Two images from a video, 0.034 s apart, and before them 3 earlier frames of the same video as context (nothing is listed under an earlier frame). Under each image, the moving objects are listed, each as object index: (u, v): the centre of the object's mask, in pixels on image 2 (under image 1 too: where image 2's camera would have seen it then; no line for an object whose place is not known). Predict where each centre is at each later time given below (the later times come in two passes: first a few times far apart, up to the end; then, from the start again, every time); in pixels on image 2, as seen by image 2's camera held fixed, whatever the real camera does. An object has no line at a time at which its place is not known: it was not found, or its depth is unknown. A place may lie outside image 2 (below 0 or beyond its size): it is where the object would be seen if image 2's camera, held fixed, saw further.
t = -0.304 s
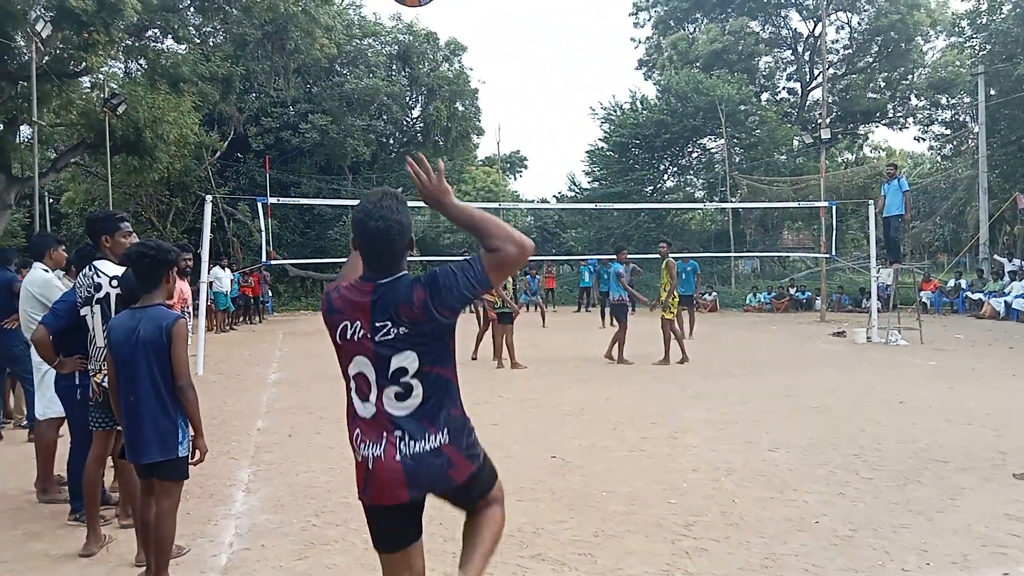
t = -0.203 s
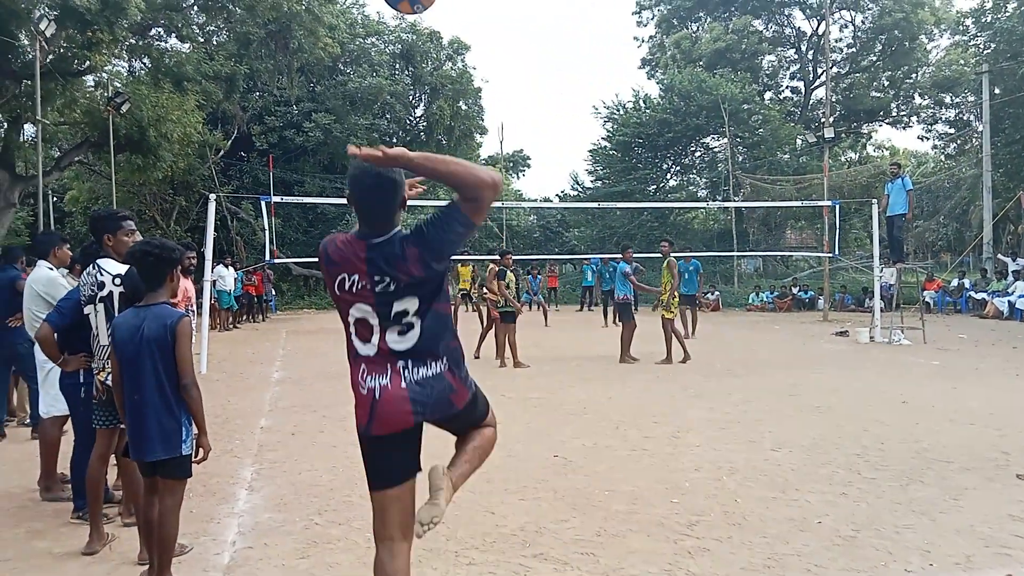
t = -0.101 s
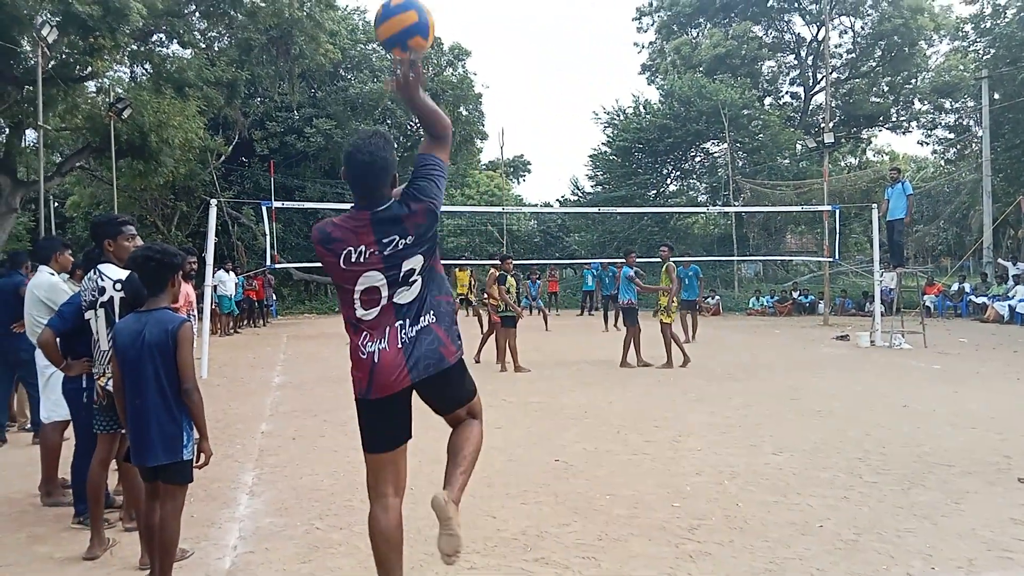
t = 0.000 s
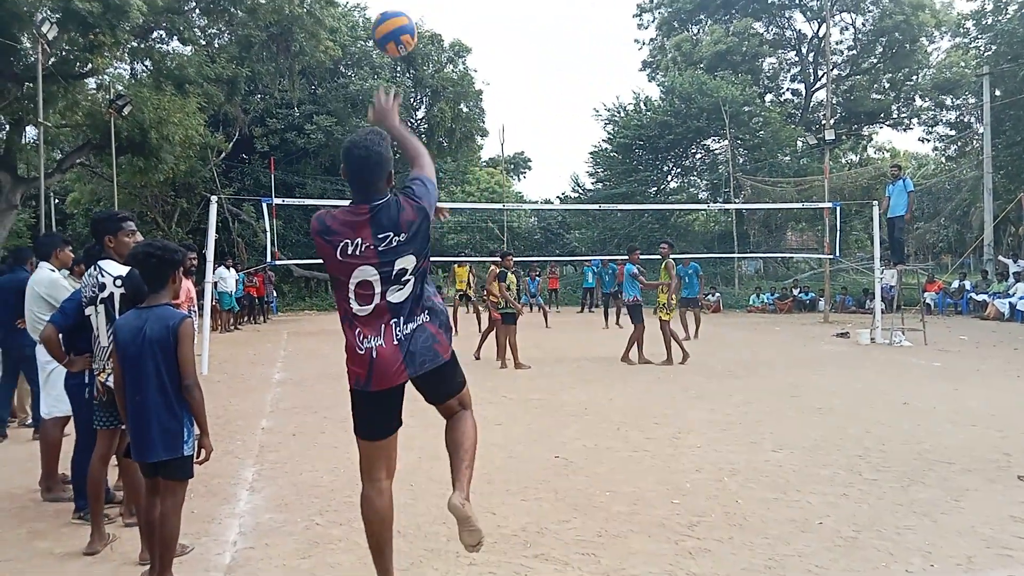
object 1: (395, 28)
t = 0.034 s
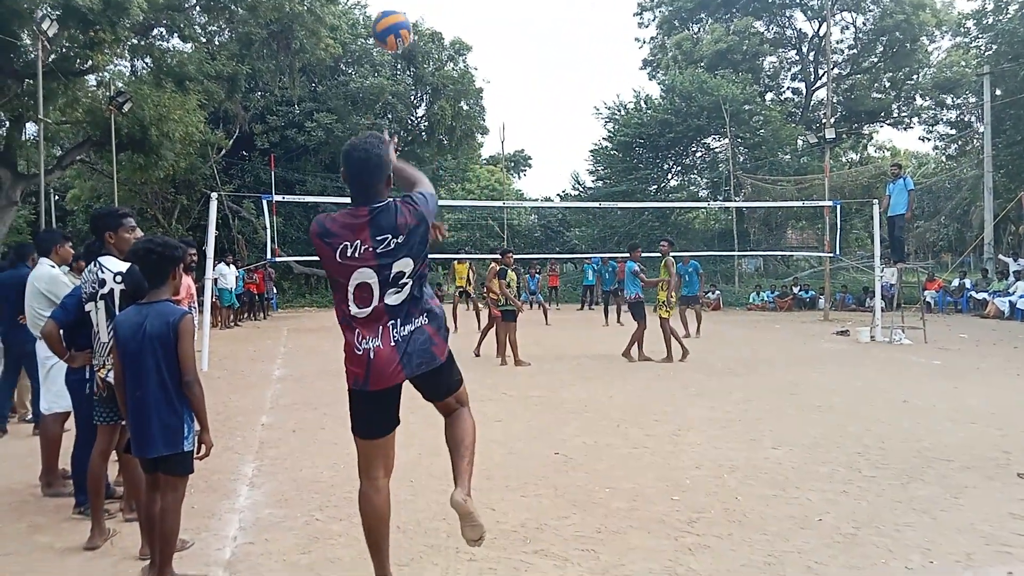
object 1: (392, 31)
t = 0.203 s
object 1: (385, 44)
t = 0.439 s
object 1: (387, 90)
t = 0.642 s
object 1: (387, 136)
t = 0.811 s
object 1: (387, 179)
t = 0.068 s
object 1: (390, 31)
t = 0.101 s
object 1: (387, 33)
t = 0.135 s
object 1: (386, 36)
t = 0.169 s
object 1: (386, 39)
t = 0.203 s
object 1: (385, 44)
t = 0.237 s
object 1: (385, 50)
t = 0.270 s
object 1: (386, 56)
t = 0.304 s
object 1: (385, 63)
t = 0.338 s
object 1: (385, 69)
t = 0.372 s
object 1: (385, 76)
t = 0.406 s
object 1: (386, 82)
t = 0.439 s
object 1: (387, 90)
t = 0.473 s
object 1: (387, 97)
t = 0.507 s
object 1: (387, 104)
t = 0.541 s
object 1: (387, 112)
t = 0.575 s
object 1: (387, 119)
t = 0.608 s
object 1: (387, 128)
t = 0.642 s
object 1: (387, 136)
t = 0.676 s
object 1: (387, 144)
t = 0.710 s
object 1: (387, 153)
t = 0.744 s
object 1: (387, 161)
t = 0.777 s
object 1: (388, 169)
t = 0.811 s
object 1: (387, 179)
